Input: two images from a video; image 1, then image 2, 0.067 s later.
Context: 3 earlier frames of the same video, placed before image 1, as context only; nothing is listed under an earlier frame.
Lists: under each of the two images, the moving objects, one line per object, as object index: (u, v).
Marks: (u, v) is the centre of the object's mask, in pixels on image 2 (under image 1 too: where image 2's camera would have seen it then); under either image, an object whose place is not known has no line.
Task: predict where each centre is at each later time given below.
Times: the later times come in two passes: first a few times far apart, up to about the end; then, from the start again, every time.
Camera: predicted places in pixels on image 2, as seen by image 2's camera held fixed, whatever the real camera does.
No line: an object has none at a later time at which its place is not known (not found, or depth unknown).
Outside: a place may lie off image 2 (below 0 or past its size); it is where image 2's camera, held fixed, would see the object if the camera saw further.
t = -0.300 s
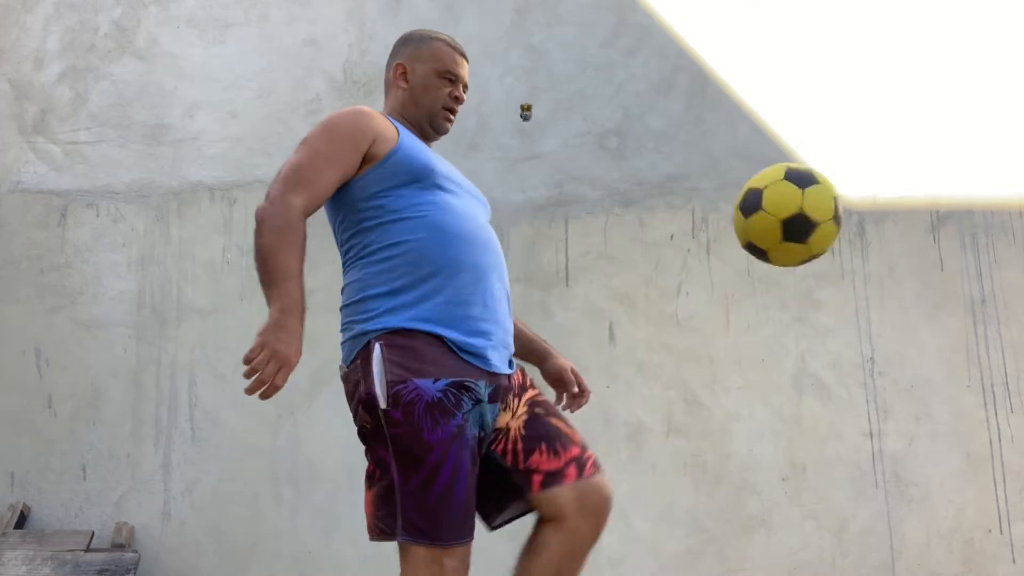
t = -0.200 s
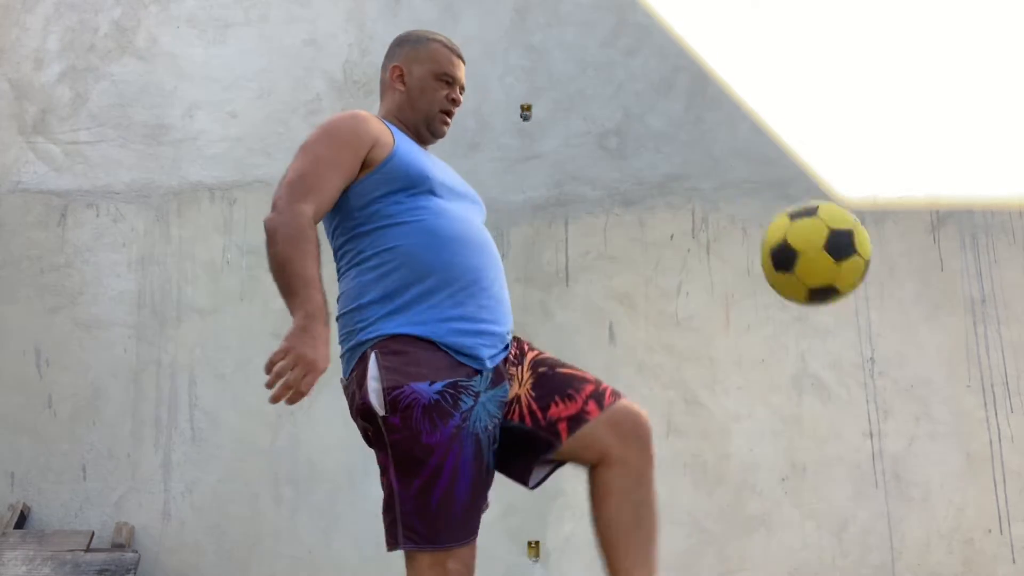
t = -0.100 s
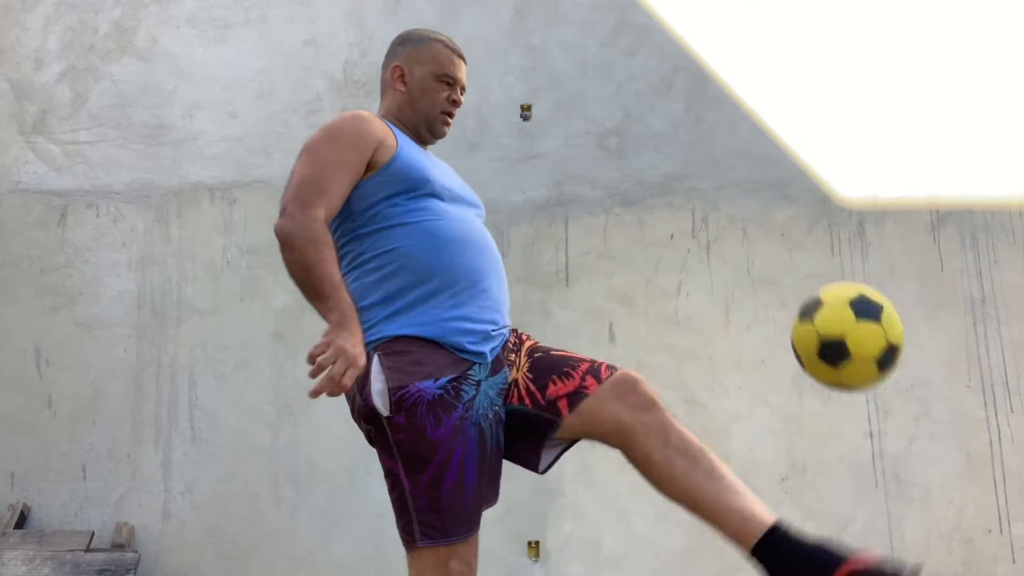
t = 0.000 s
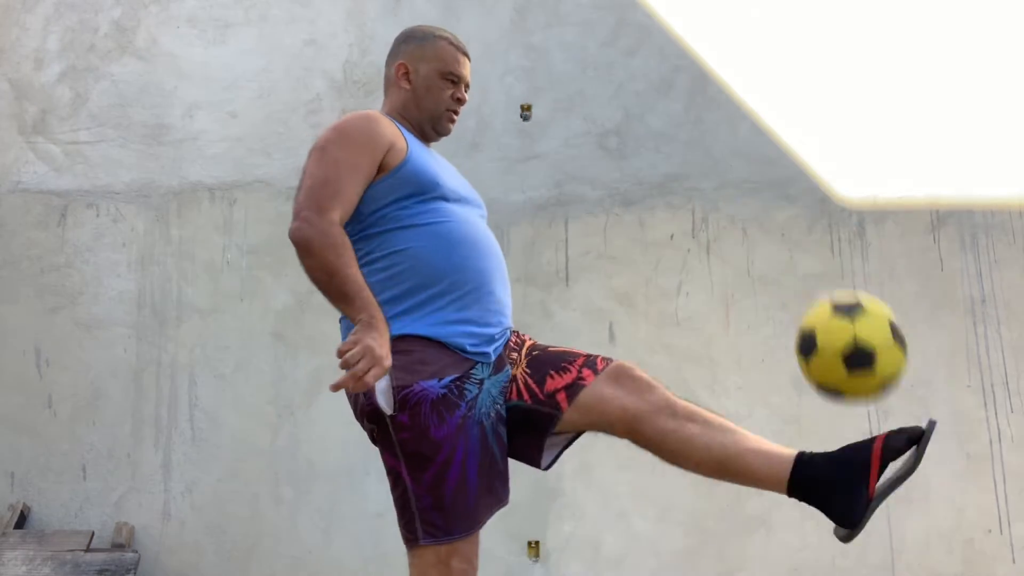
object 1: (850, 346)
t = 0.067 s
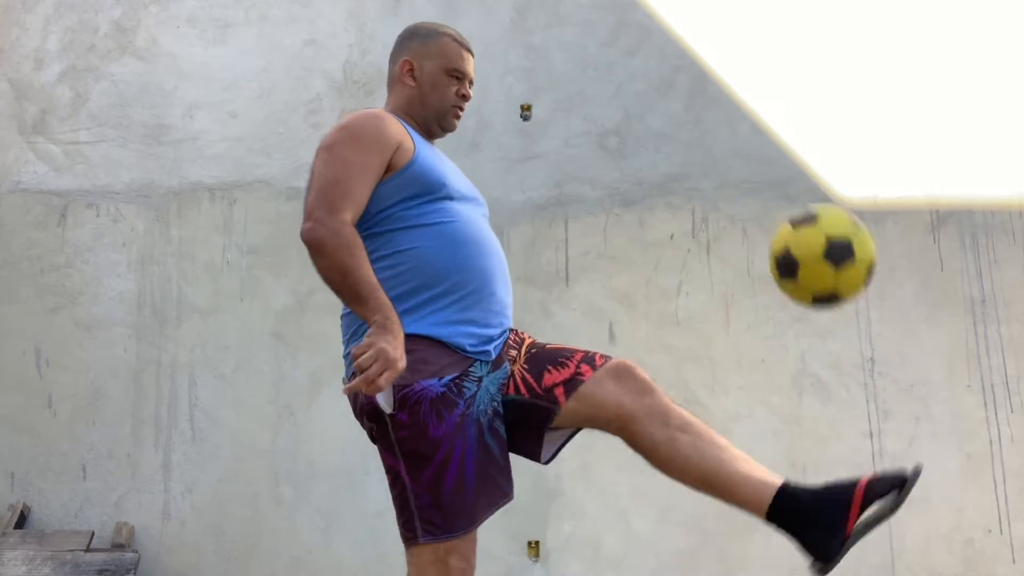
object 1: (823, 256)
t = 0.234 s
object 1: (767, 138)
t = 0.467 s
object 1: (718, 160)
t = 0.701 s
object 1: (686, 365)
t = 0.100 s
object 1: (809, 221)
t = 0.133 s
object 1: (798, 194)
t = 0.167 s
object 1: (786, 170)
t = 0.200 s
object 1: (777, 152)
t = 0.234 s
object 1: (767, 138)
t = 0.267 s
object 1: (759, 129)
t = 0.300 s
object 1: (751, 124)
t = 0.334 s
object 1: (743, 124)
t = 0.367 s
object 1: (736, 128)
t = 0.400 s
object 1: (730, 135)
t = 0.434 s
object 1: (724, 146)
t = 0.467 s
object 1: (718, 160)
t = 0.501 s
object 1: (713, 178)
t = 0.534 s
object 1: (708, 201)
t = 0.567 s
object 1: (703, 226)
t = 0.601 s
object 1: (698, 255)
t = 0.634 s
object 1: (694, 289)
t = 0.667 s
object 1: (689, 325)
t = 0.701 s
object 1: (686, 365)
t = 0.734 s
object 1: (682, 410)
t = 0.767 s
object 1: (679, 459)
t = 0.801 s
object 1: (676, 512)
